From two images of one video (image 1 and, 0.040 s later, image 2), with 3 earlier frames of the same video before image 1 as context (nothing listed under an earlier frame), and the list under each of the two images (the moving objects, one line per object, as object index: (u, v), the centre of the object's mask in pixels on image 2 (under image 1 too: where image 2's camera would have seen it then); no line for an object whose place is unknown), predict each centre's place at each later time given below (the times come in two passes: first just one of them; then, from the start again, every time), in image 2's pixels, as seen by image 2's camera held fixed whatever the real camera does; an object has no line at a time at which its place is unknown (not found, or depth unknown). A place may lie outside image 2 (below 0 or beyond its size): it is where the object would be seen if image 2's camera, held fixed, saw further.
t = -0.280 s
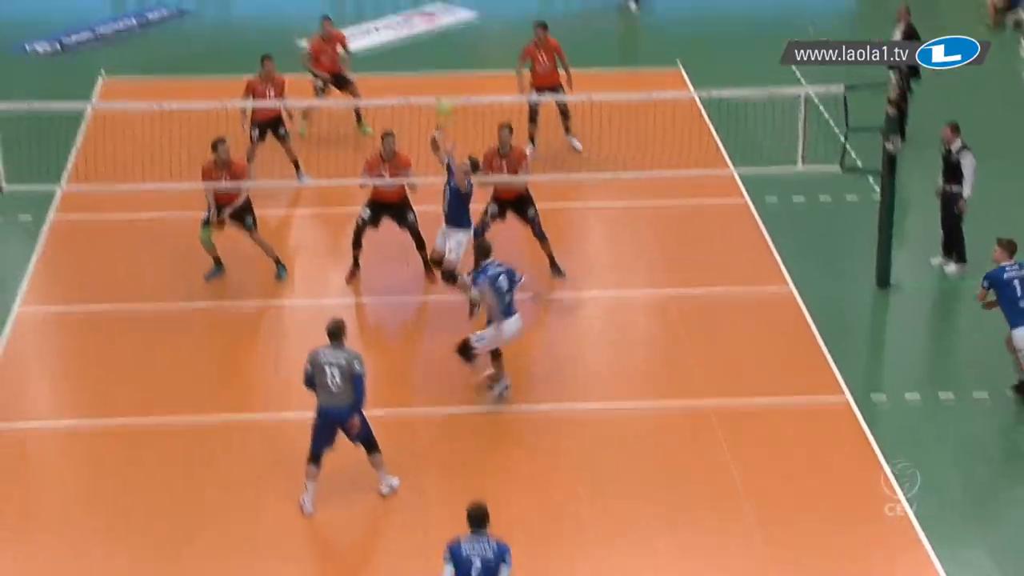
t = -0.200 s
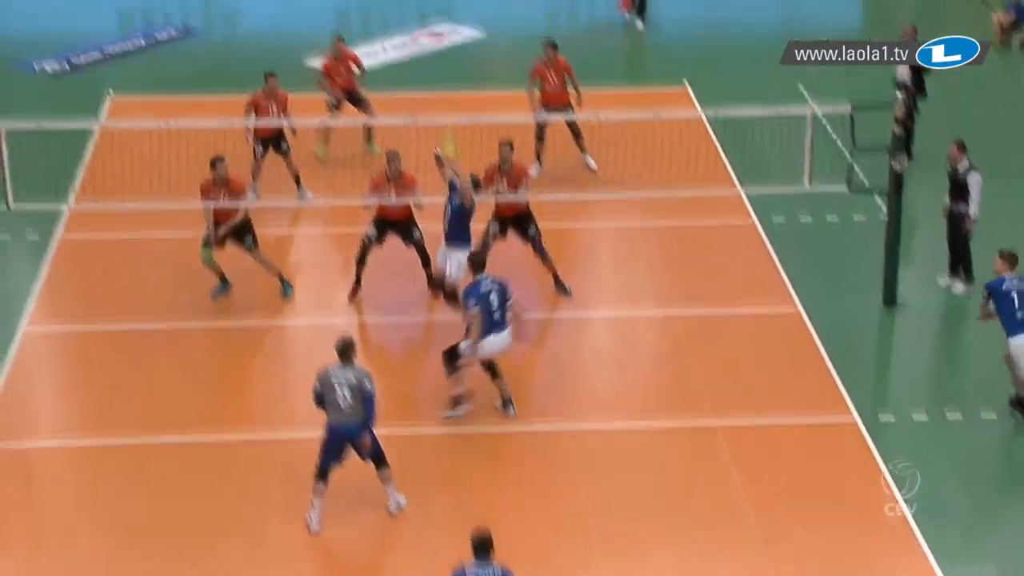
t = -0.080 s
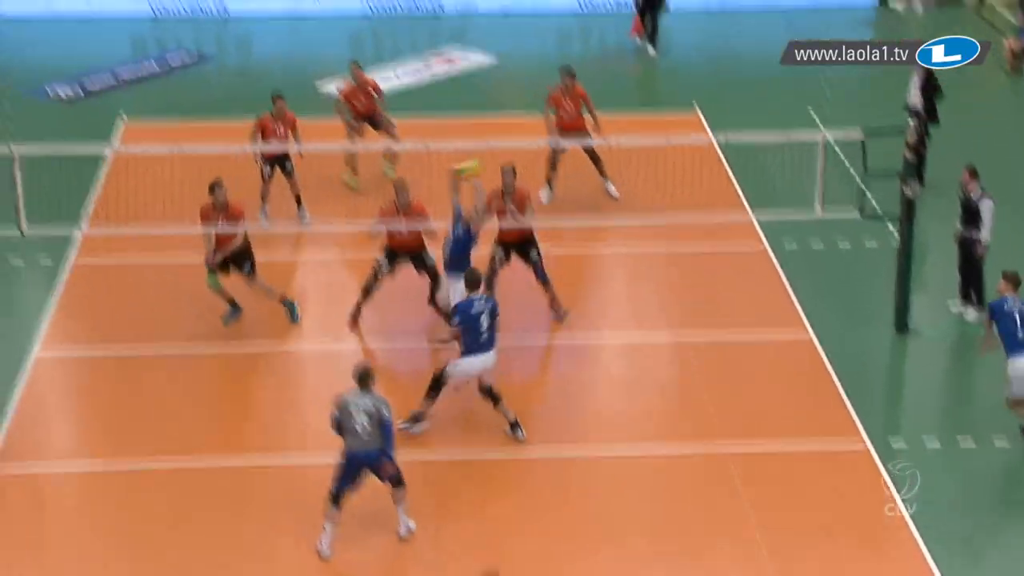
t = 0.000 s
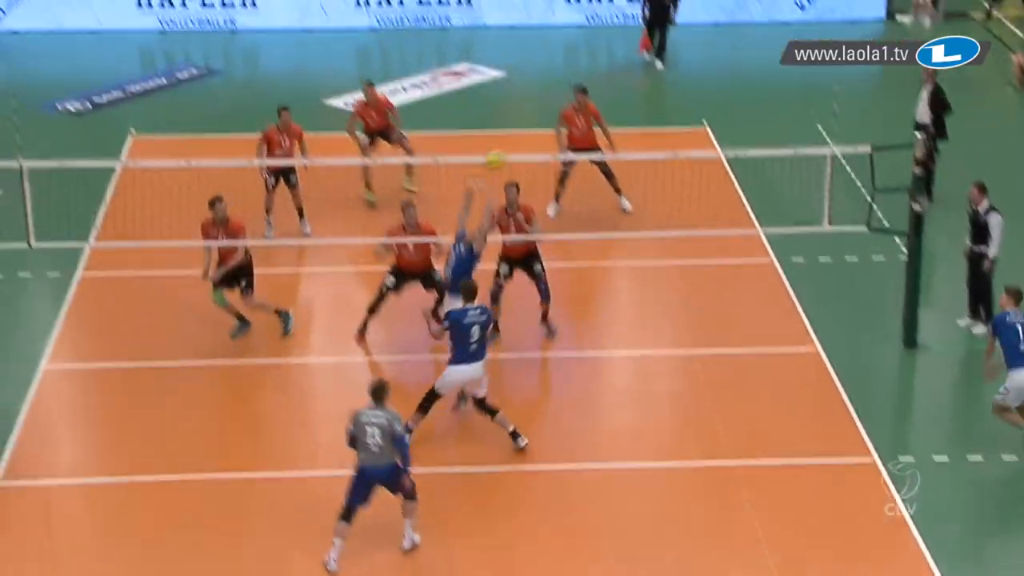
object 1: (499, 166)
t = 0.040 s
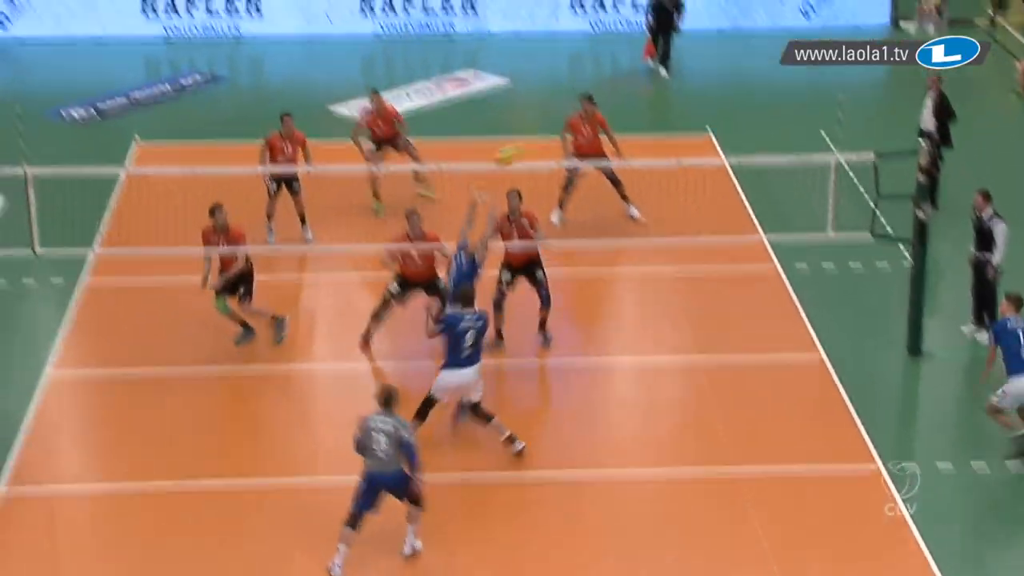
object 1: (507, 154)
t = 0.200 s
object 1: (547, 113)
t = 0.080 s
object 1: (519, 141)
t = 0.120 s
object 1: (527, 132)
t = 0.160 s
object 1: (537, 122)
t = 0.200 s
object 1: (547, 113)
